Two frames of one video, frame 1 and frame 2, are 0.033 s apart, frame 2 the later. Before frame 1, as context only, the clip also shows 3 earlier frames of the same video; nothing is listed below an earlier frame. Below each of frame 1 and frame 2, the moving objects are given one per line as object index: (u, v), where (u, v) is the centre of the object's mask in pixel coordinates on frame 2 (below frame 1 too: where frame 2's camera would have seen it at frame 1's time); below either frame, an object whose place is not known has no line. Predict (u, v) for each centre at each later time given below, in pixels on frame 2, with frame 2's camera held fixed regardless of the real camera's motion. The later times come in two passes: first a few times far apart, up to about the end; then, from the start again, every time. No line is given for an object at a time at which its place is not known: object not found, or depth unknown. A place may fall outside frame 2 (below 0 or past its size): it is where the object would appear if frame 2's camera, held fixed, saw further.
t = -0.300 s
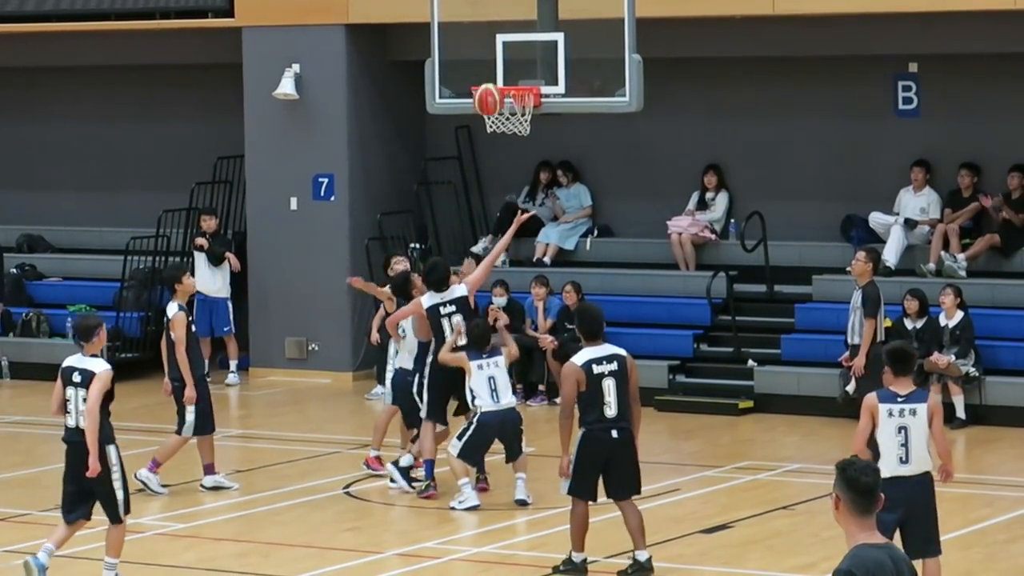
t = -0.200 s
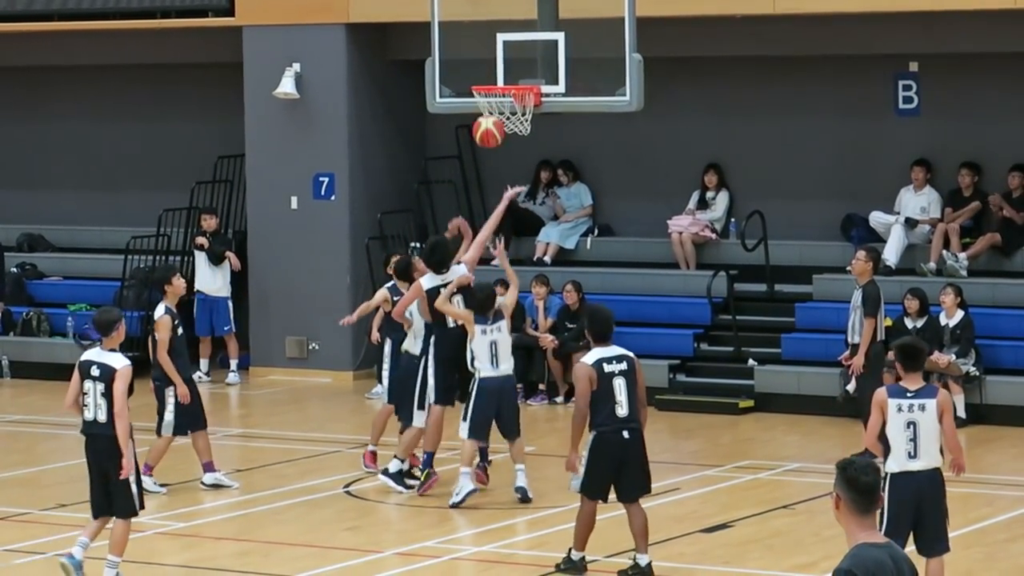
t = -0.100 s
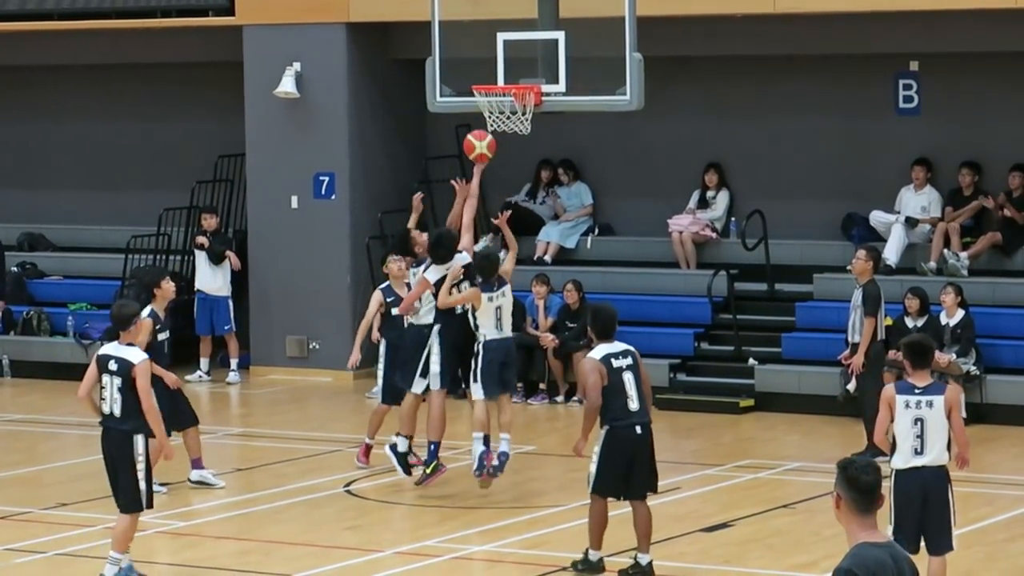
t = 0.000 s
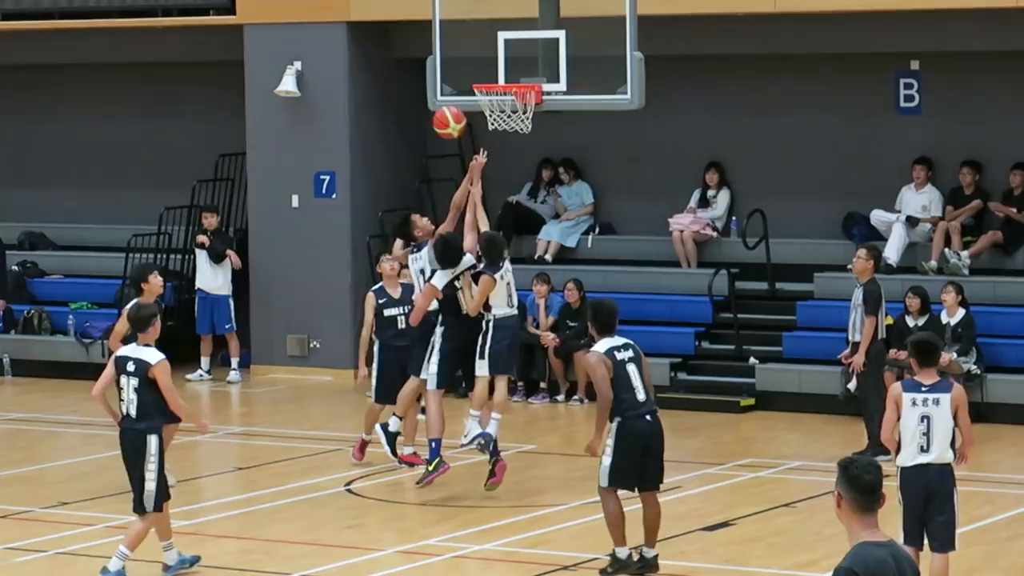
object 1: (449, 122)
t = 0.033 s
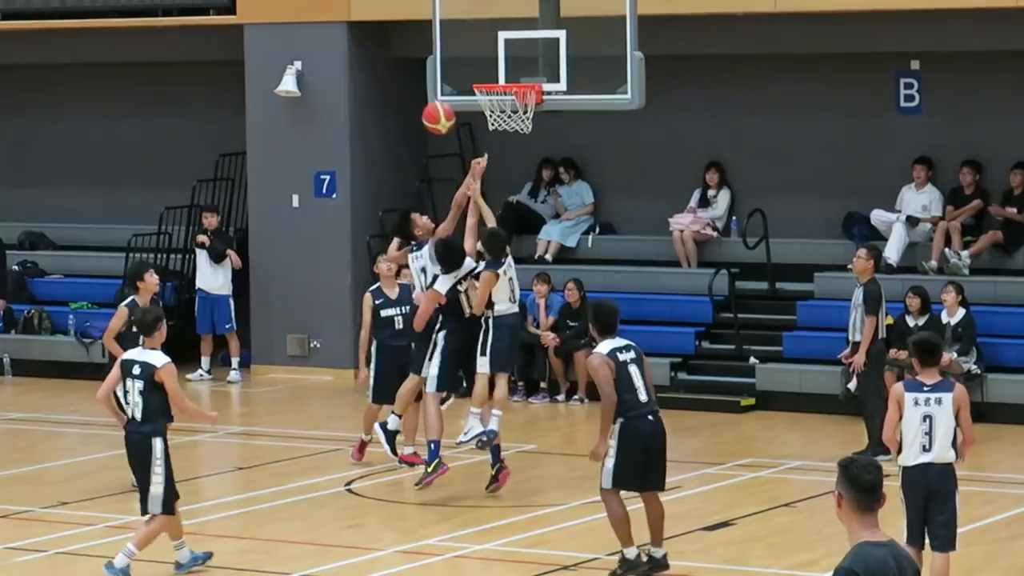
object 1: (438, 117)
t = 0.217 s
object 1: (379, 117)
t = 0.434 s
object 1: (308, 177)
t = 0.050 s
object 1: (433, 116)
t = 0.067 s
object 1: (427, 114)
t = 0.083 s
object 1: (422, 113)
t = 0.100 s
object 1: (417, 112)
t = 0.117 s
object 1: (411, 112)
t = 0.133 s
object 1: (406, 111)
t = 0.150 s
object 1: (401, 112)
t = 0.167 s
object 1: (395, 113)
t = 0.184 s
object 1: (390, 114)
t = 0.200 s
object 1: (384, 115)
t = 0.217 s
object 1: (379, 117)
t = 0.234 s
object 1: (374, 119)
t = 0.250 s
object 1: (368, 122)
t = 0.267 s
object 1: (363, 125)
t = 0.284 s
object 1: (357, 128)
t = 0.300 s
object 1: (352, 132)
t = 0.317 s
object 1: (346, 137)
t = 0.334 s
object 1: (340, 141)
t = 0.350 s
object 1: (335, 146)
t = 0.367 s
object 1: (330, 151)
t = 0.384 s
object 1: (324, 157)
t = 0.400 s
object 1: (319, 164)
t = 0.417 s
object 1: (313, 170)
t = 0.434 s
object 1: (308, 177)
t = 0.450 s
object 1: (303, 185)
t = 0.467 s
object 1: (297, 193)
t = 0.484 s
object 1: (292, 201)
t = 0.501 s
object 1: (286, 209)
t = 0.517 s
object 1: (281, 218)
